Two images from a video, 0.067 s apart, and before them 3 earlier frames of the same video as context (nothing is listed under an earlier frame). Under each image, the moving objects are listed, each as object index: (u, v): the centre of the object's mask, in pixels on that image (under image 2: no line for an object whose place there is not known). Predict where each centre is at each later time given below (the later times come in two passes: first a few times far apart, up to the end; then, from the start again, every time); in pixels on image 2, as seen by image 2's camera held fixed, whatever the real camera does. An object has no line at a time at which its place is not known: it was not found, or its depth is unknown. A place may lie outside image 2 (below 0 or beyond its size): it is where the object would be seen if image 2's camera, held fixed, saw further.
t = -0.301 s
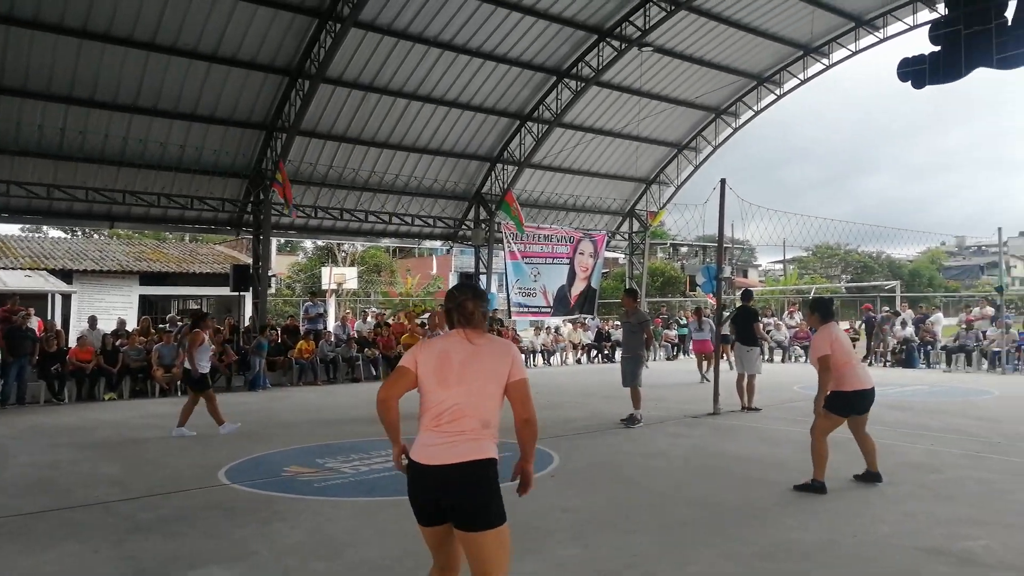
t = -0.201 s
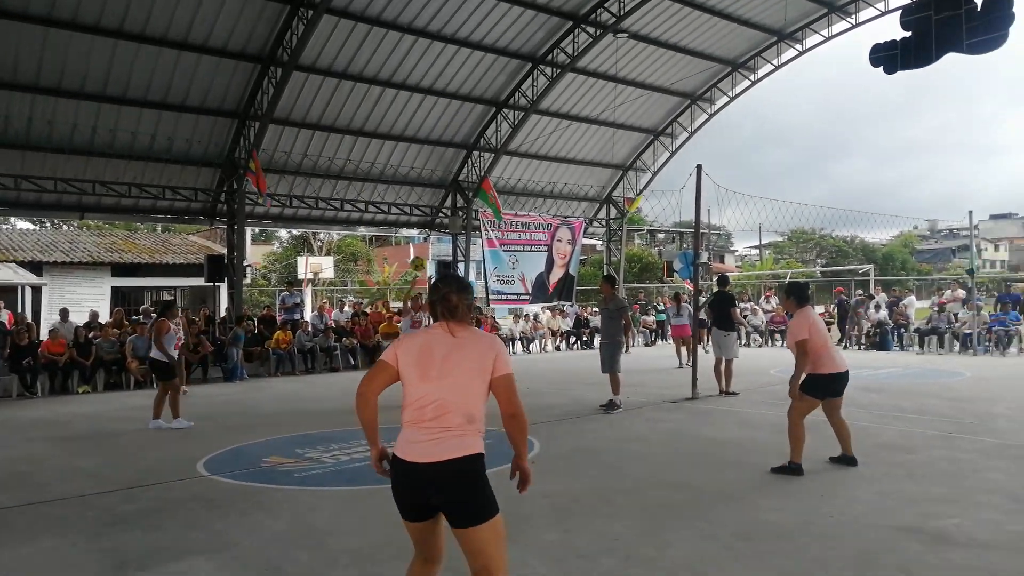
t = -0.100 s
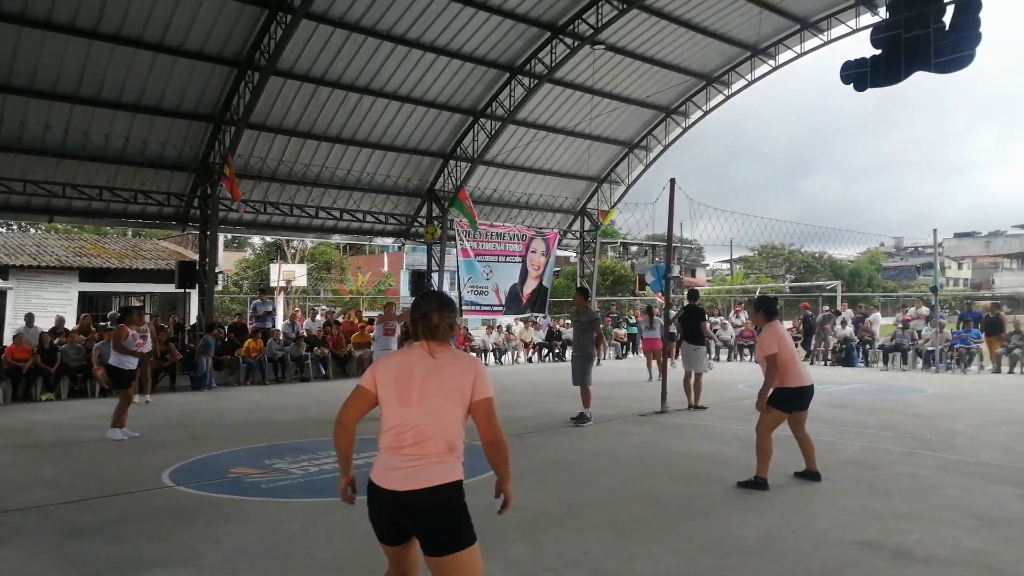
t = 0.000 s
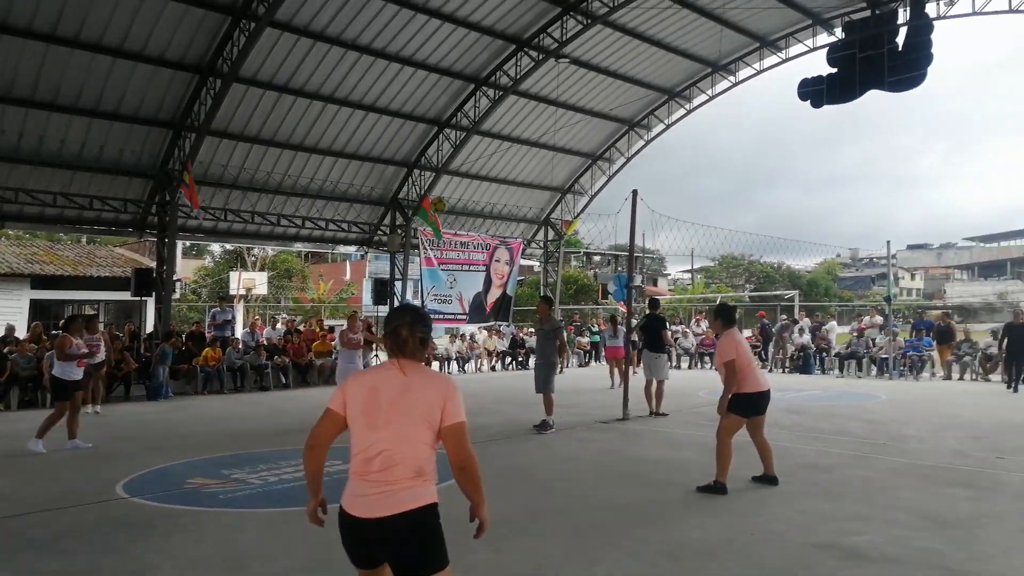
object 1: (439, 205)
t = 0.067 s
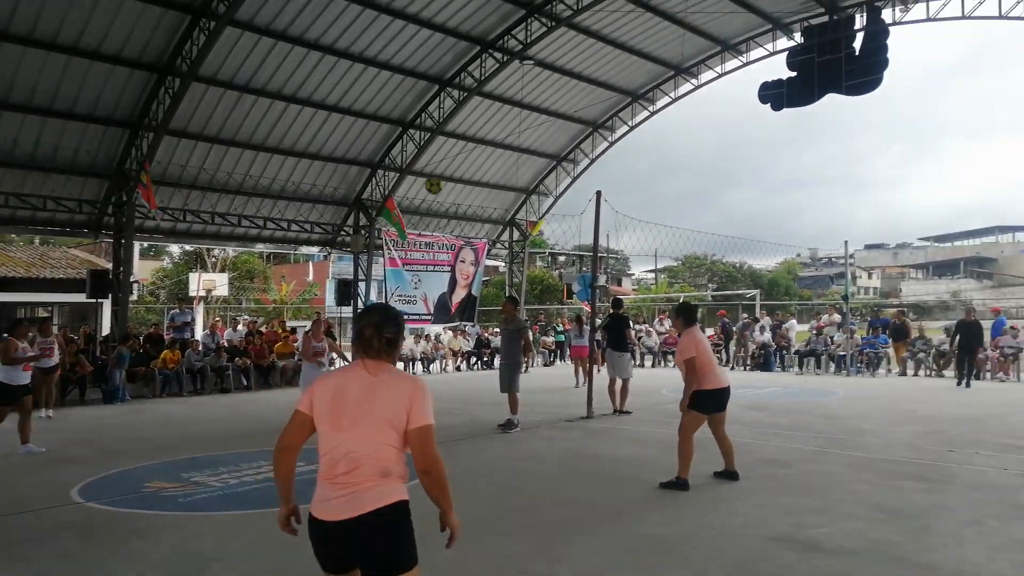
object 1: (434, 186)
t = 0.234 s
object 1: (518, 145)
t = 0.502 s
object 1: (676, 124)
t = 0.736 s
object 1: (855, 168)
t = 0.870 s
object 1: (983, 230)
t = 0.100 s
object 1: (450, 176)
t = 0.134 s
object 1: (466, 167)
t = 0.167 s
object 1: (483, 159)
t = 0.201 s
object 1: (500, 152)
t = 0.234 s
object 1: (518, 145)
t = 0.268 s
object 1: (535, 139)
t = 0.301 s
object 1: (554, 134)
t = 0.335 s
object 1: (573, 130)
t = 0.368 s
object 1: (593, 127)
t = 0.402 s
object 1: (612, 125)
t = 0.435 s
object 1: (632, 123)
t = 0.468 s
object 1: (654, 123)
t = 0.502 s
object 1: (676, 124)
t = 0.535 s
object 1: (699, 126)
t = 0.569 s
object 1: (723, 129)
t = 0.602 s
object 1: (747, 133)
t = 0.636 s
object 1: (773, 140)
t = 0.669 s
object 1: (799, 148)
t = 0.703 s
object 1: (827, 158)
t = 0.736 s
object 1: (855, 168)
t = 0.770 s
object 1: (885, 180)
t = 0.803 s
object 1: (917, 195)
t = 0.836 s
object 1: (949, 212)
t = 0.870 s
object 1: (983, 230)
